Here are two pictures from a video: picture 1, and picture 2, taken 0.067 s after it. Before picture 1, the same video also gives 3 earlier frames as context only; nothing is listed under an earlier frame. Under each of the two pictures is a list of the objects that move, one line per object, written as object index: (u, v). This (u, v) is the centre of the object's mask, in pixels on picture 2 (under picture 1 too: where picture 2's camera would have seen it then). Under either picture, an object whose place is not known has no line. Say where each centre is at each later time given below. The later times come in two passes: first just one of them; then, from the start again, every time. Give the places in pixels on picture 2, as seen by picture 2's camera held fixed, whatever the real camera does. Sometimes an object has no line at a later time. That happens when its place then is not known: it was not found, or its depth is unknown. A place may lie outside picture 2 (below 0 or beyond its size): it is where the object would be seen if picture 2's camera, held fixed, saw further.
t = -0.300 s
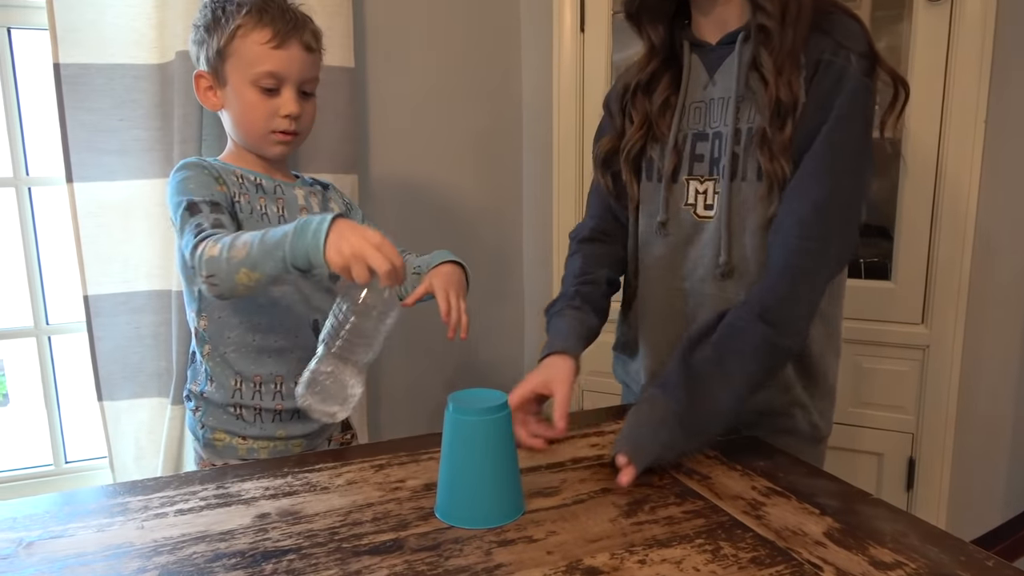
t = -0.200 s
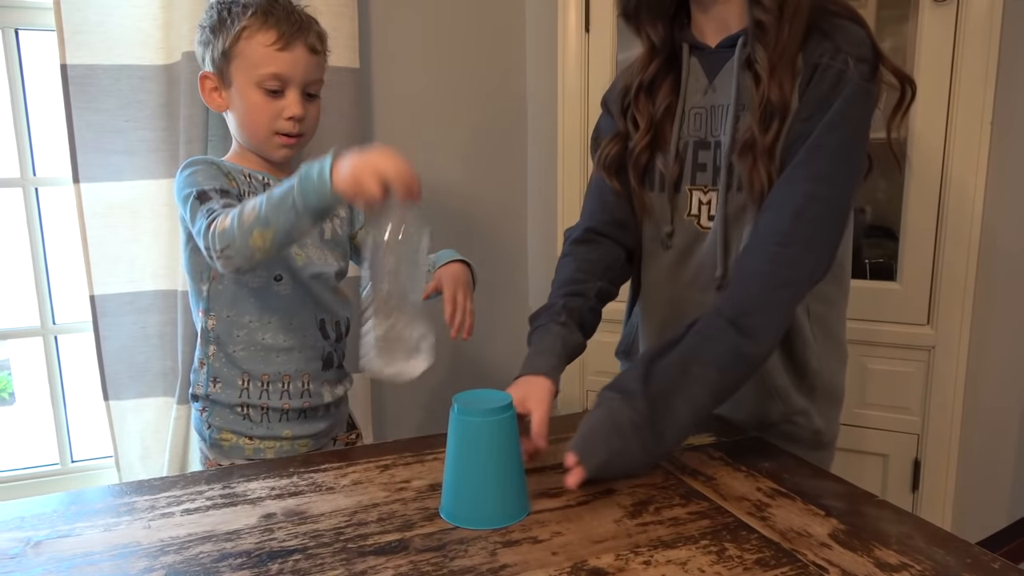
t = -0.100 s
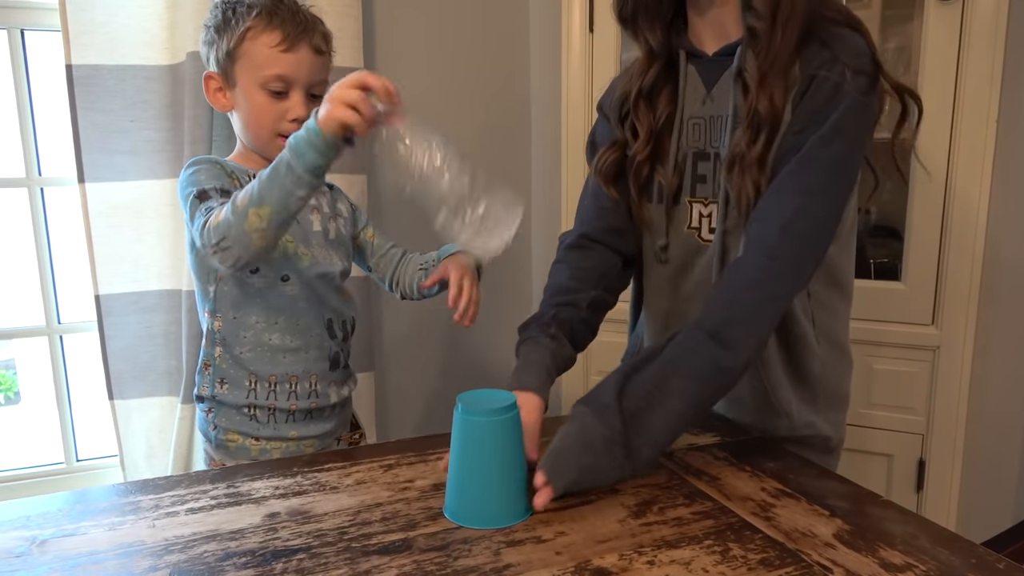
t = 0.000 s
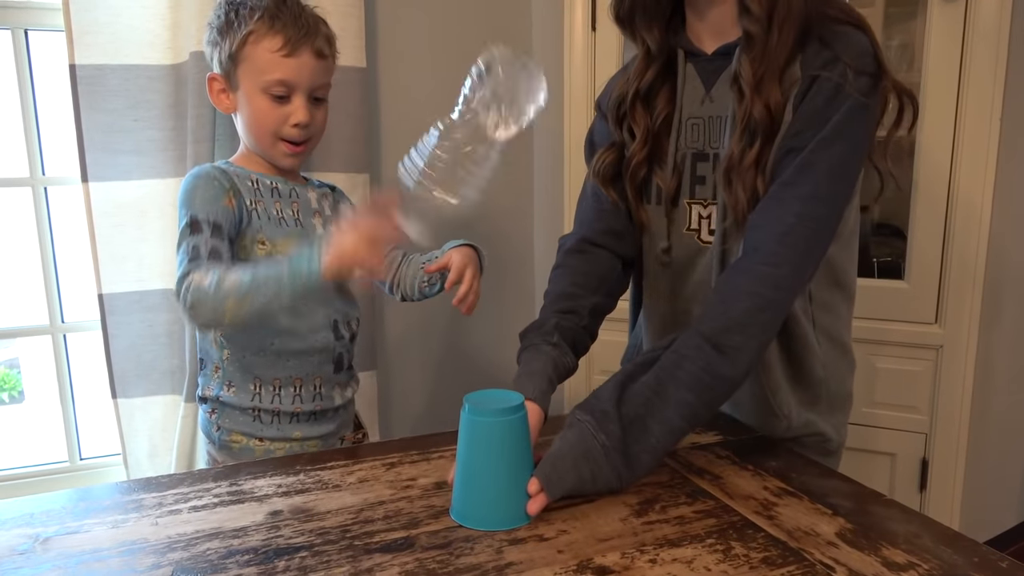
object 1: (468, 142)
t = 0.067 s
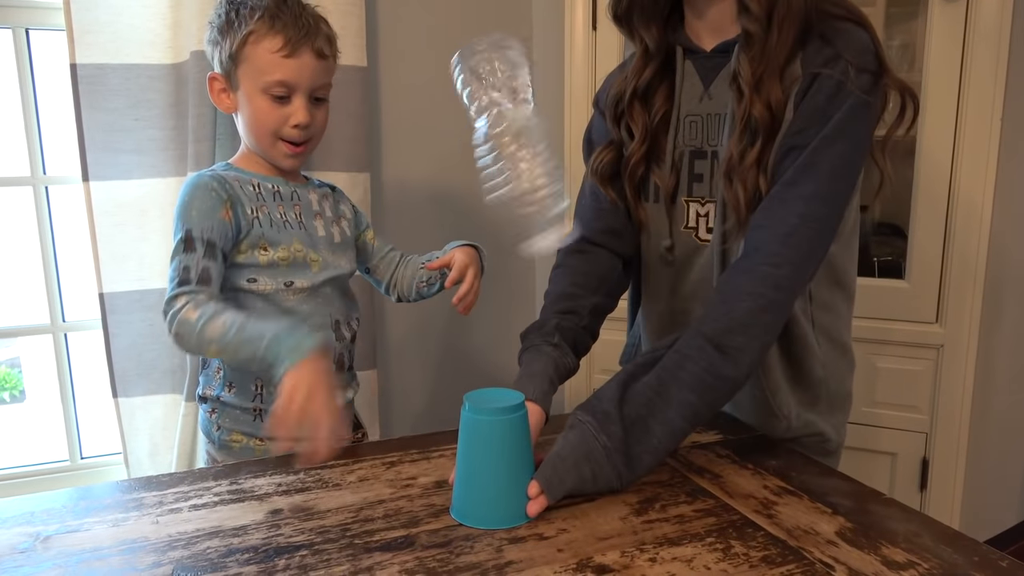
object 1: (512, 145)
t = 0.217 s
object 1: (507, 221)
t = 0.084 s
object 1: (523, 137)
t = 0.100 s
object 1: (532, 133)
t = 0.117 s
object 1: (535, 129)
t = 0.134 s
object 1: (535, 130)
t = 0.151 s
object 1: (531, 136)
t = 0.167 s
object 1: (526, 148)
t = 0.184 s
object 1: (521, 164)
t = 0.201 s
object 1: (513, 190)
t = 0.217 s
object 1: (507, 221)
